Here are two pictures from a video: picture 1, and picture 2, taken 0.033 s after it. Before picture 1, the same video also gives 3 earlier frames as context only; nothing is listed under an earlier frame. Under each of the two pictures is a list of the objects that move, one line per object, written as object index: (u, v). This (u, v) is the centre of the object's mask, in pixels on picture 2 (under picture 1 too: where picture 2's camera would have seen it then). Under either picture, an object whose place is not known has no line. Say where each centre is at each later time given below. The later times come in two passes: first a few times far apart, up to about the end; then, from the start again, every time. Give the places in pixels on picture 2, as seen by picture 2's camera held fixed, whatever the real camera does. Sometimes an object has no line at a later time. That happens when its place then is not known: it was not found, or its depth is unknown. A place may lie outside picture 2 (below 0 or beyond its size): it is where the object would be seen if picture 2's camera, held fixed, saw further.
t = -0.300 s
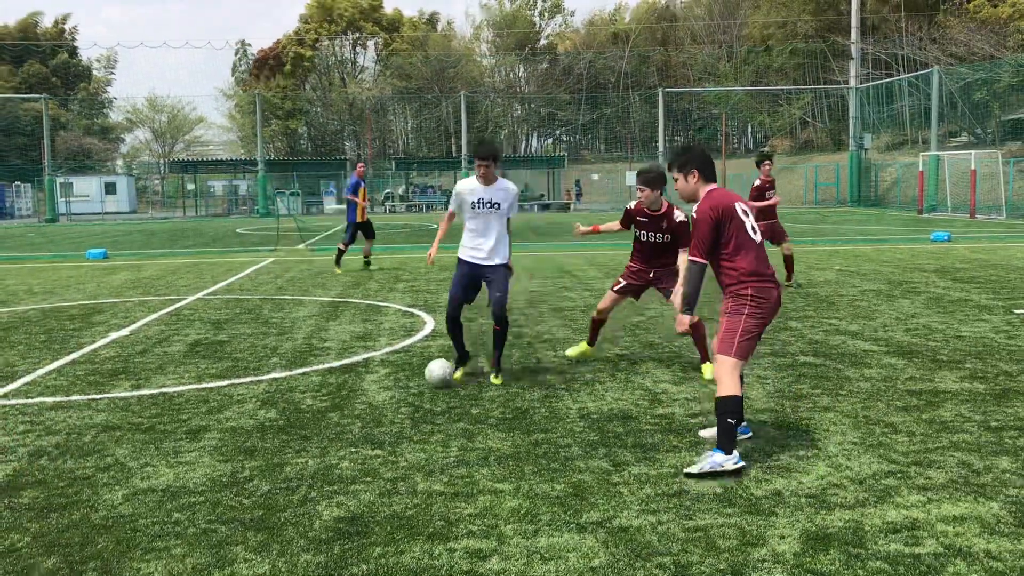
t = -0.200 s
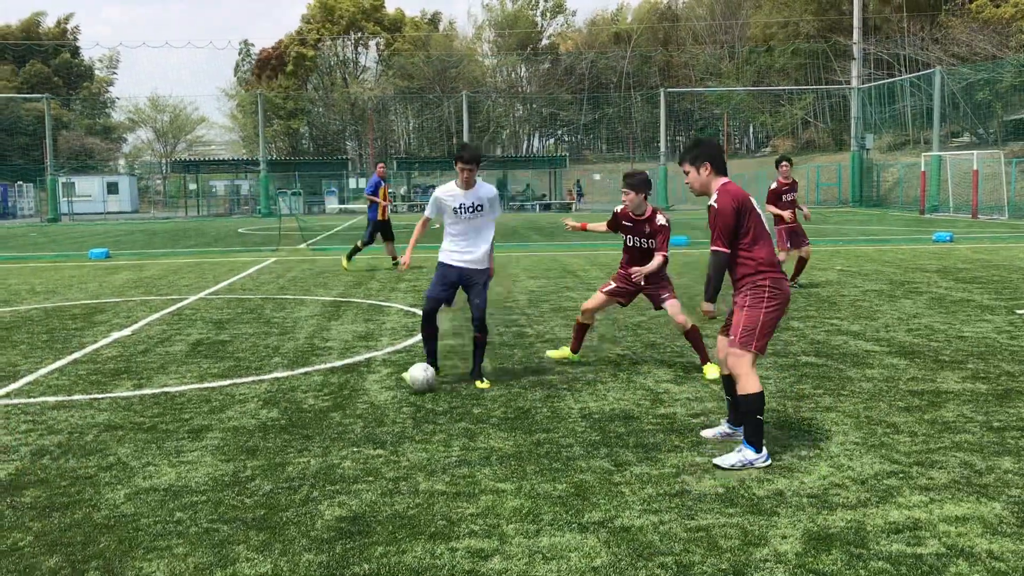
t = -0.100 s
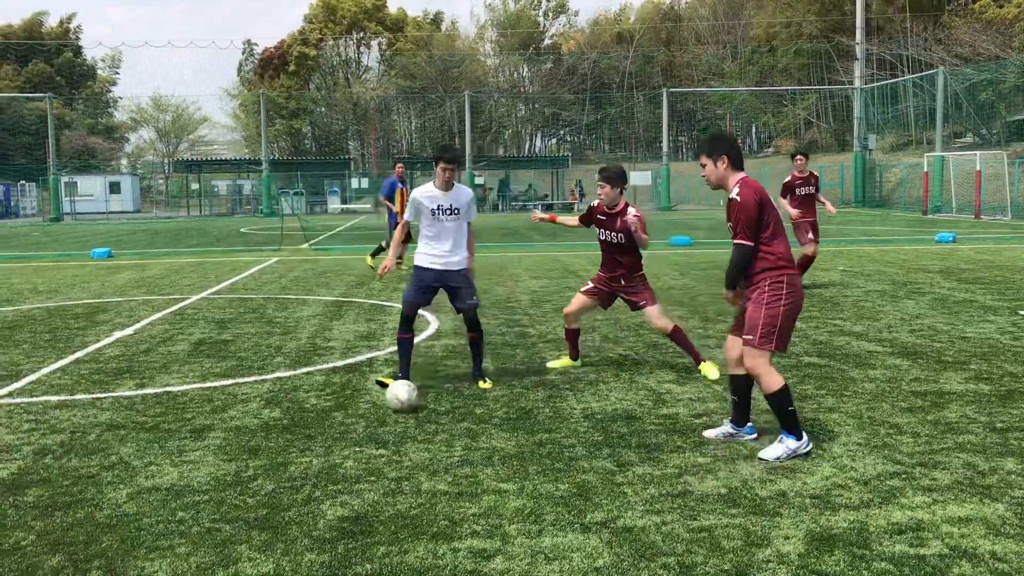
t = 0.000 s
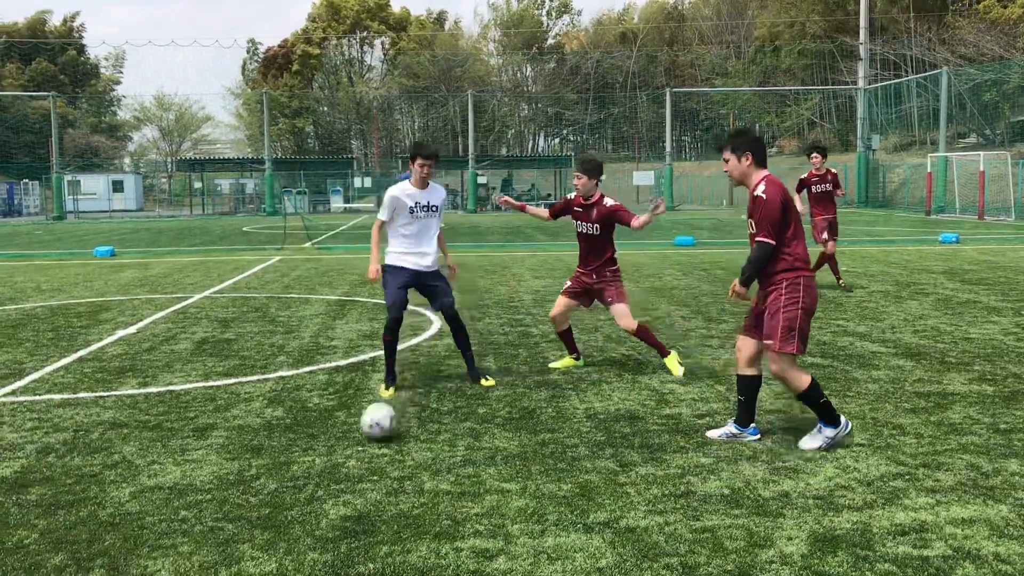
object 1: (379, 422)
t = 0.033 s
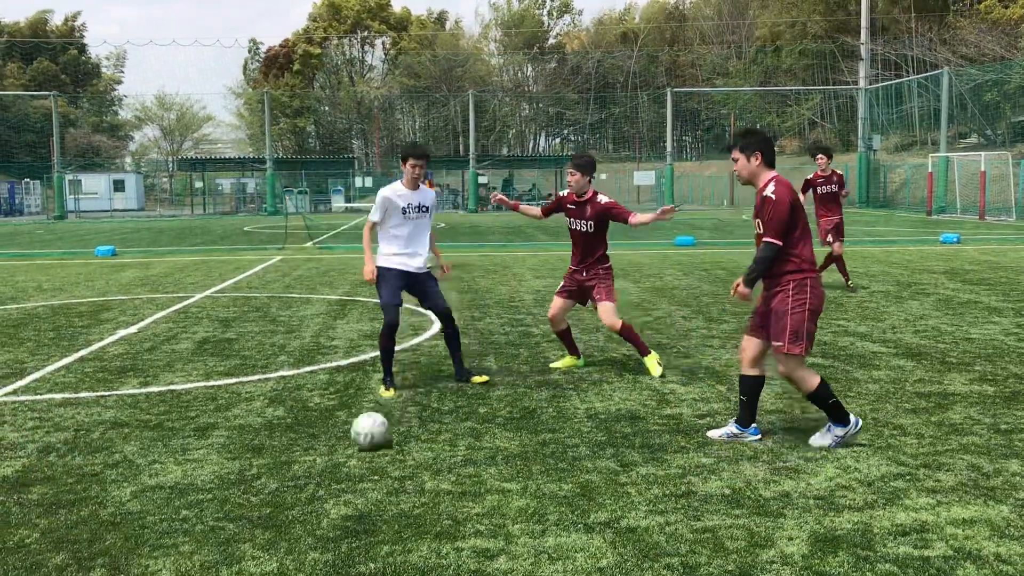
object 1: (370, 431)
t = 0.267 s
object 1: (291, 503)
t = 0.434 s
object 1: (212, 570)
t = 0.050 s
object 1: (365, 437)
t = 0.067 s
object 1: (360, 440)
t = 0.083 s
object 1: (355, 445)
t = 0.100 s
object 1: (351, 449)
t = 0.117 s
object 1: (345, 454)
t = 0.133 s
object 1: (339, 459)
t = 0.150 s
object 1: (334, 465)
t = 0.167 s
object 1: (328, 471)
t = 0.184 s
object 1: (321, 478)
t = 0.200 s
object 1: (316, 483)
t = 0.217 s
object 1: (309, 488)
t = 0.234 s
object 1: (303, 492)
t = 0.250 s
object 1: (296, 497)
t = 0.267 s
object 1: (291, 503)
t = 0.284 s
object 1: (283, 509)
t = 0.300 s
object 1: (276, 515)
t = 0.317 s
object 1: (269, 523)
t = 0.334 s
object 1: (262, 531)
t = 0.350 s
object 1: (254, 537)
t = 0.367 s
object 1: (246, 543)
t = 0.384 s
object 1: (238, 550)
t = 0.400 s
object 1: (229, 557)
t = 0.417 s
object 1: (221, 565)
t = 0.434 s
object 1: (212, 570)
